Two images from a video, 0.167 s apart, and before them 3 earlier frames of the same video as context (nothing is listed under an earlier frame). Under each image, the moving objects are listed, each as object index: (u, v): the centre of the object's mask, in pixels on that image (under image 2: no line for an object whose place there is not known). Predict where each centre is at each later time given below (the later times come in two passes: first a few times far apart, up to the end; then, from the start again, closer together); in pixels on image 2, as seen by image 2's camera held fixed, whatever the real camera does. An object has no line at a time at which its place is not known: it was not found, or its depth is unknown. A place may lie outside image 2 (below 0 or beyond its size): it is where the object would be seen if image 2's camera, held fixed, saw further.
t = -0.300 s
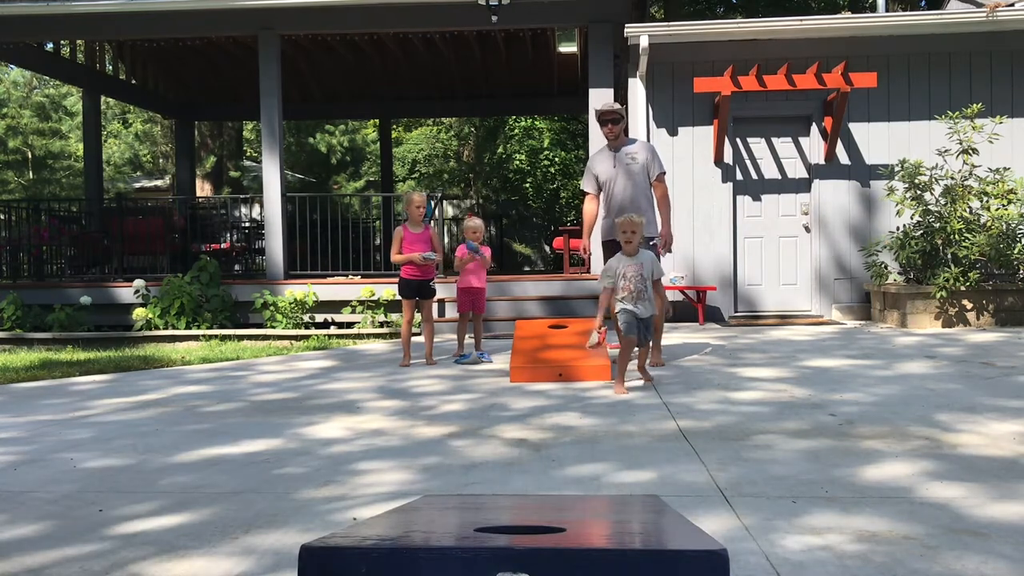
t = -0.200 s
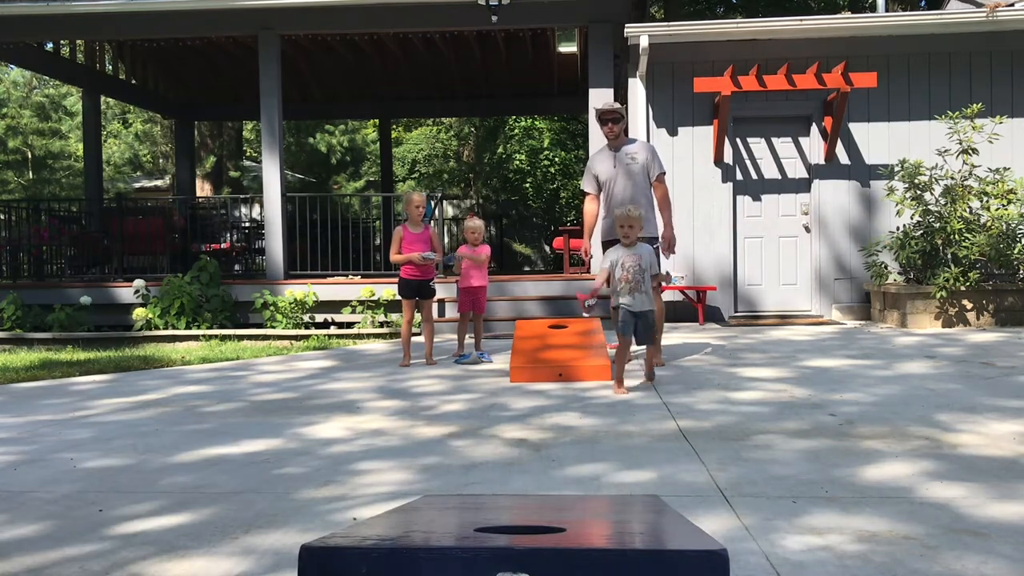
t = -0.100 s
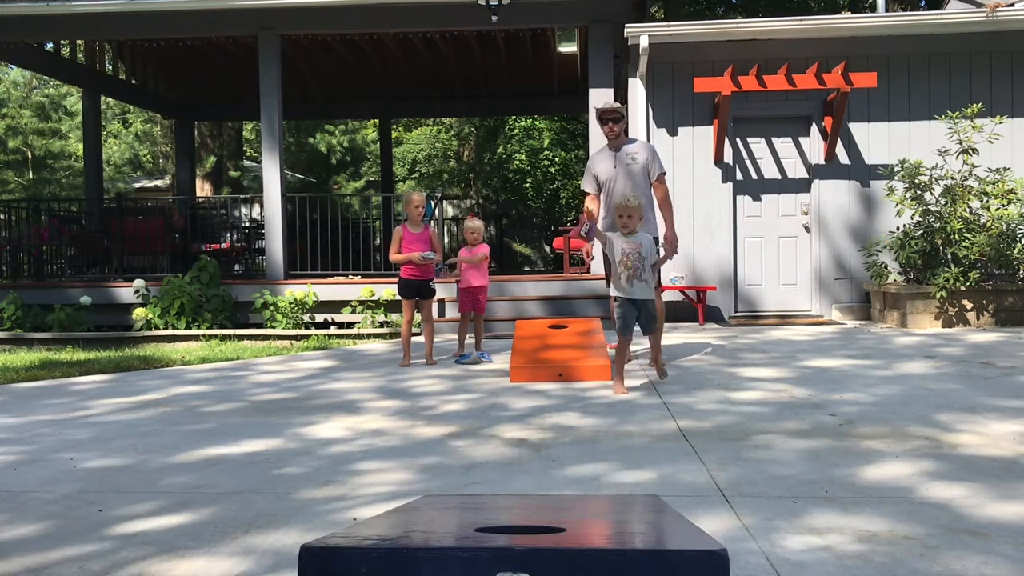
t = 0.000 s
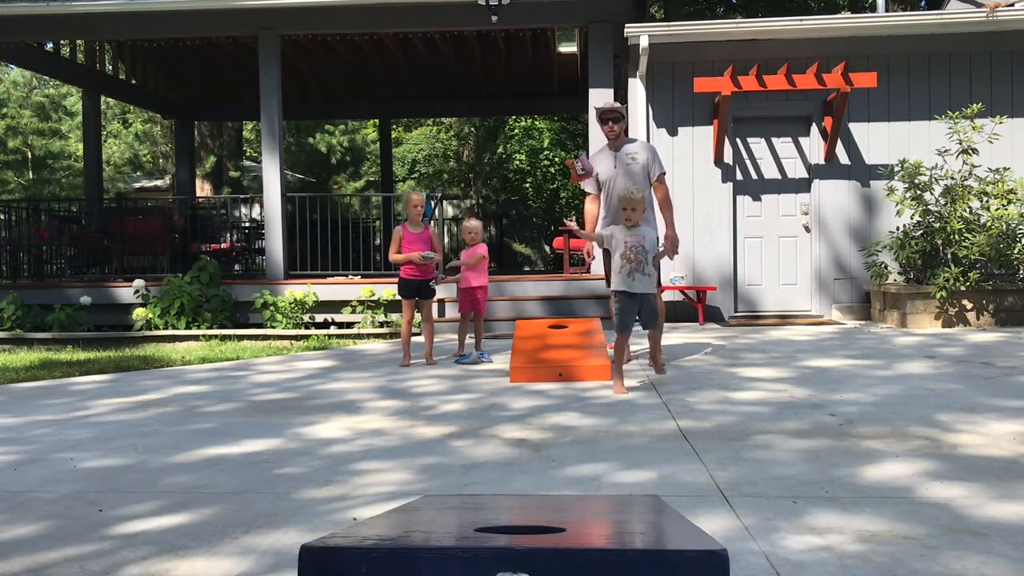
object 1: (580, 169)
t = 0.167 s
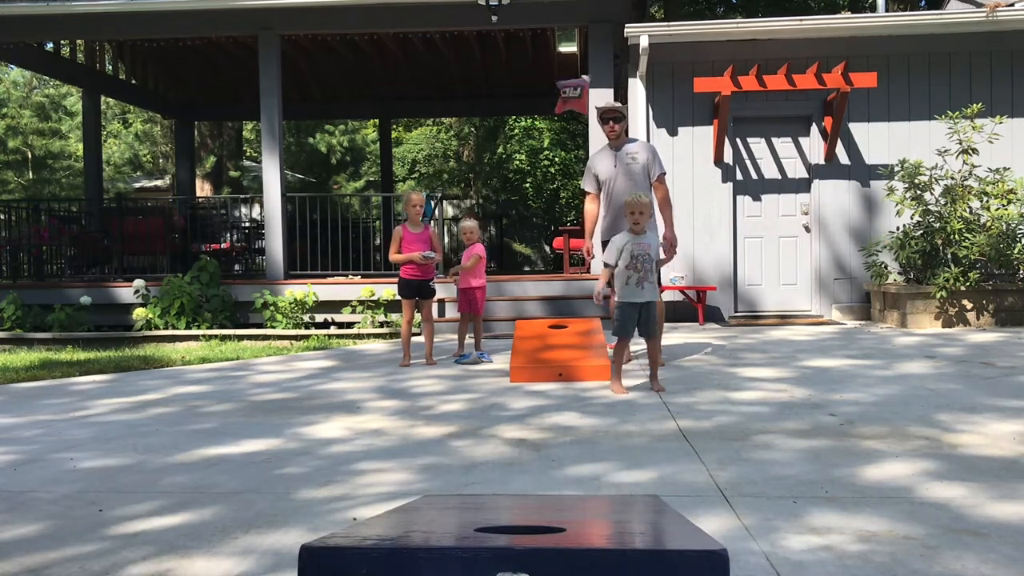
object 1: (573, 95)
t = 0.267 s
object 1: (569, 76)
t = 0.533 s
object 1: (556, 205)
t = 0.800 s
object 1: (502, 519)
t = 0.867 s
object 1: (498, 524)
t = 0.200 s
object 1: (572, 86)
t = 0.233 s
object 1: (571, 79)
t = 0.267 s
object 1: (569, 76)
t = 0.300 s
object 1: (568, 76)
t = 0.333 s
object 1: (567, 78)
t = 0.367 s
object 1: (566, 84)
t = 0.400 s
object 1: (564, 95)
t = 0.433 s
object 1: (563, 112)
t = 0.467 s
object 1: (561, 134)
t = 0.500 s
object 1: (559, 166)
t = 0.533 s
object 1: (556, 205)
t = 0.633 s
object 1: (546, 402)
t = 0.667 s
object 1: (540, 502)
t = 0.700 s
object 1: (525, 514)
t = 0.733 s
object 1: (515, 512)
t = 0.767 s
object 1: (510, 514)
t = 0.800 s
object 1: (502, 519)
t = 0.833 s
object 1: (494, 523)
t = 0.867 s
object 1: (498, 524)
